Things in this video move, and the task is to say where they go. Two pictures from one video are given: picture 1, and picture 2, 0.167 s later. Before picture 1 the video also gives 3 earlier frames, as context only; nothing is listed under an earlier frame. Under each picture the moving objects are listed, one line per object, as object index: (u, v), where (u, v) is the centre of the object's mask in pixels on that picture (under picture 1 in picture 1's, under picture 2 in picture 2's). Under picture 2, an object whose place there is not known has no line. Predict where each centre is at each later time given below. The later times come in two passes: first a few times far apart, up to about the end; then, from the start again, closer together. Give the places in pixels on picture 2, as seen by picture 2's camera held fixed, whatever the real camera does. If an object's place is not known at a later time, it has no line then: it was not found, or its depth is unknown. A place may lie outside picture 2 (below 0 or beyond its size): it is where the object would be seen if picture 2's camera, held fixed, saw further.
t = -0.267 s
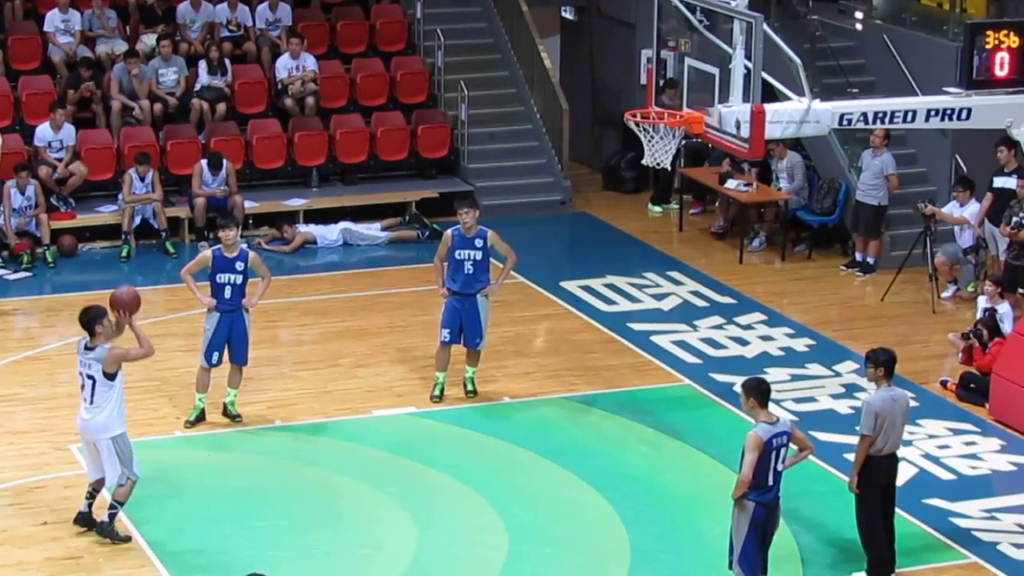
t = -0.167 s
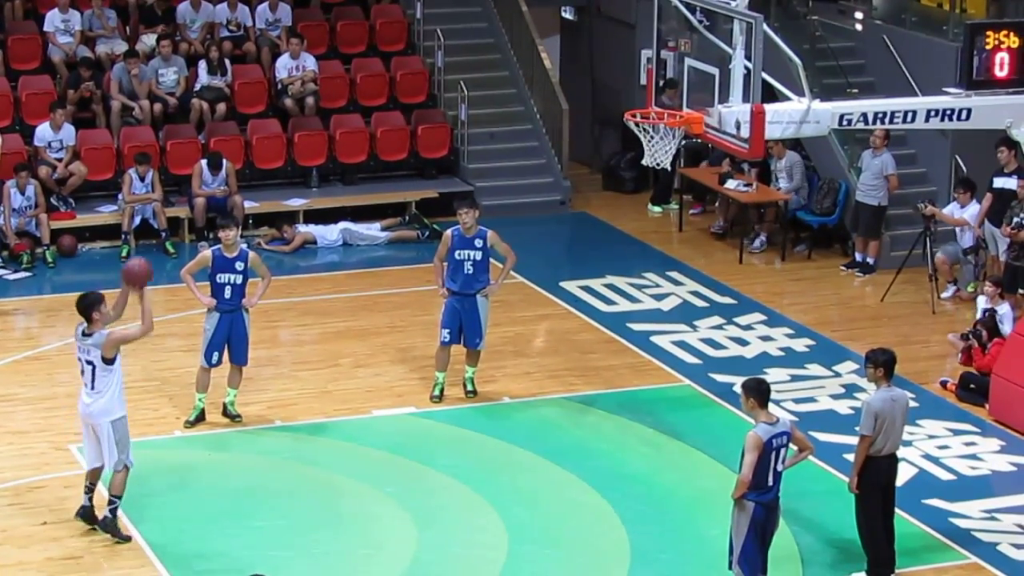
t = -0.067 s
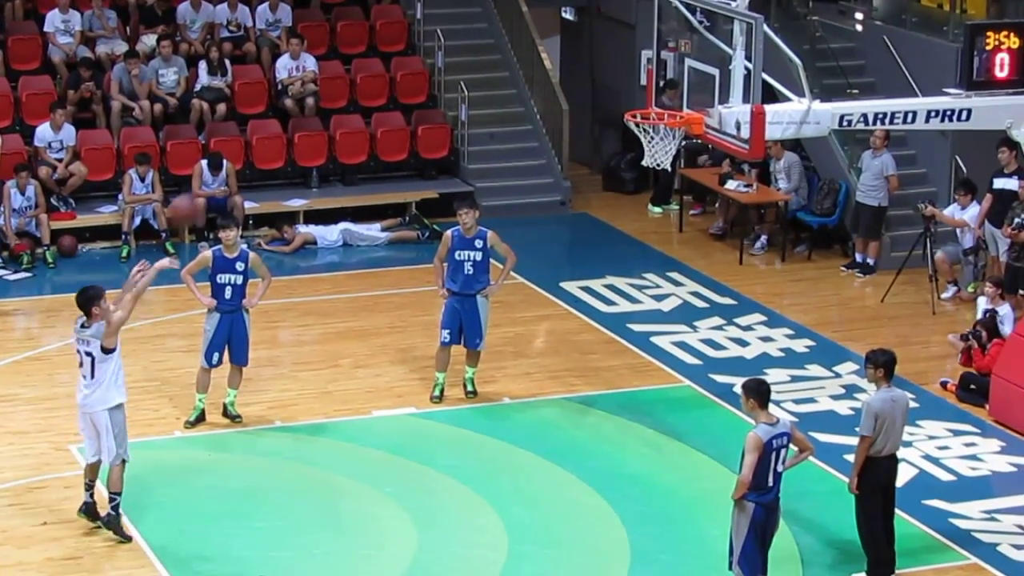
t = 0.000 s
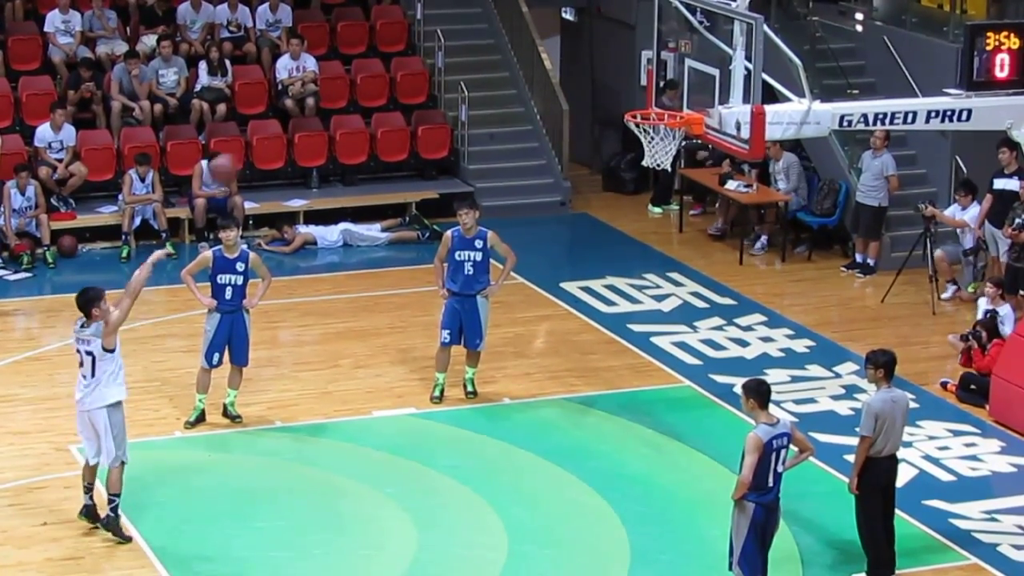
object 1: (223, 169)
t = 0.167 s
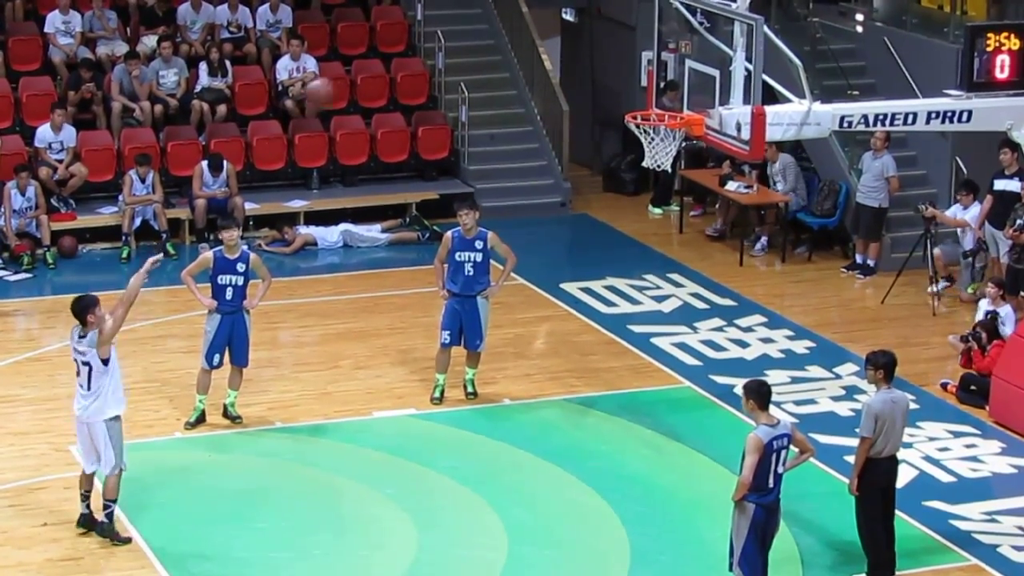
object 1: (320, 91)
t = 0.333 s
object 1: (413, 53)
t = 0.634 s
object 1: (578, 66)
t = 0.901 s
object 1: (663, 169)
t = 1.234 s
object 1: (617, 354)
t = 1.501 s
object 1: (574, 370)
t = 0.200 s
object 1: (339, 82)
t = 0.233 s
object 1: (358, 73)
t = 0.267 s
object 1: (376, 65)
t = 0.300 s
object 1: (395, 58)
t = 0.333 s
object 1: (413, 53)
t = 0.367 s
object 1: (433, 48)
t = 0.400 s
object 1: (451, 46)
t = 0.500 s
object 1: (507, 46)
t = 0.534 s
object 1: (524, 47)
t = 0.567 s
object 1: (543, 51)
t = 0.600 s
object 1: (562, 59)
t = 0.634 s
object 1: (578, 66)
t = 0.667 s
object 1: (596, 75)
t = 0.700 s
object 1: (612, 84)
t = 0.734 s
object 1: (628, 92)
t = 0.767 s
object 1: (646, 105)
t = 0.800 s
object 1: (663, 112)
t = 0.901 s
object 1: (663, 169)
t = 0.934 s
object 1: (659, 177)
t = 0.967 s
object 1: (655, 189)
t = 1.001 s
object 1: (651, 205)
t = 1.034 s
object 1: (645, 225)
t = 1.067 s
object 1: (641, 241)
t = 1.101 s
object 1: (636, 261)
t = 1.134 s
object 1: (631, 282)
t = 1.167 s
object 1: (626, 306)
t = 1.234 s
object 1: (617, 354)
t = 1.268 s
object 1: (613, 379)
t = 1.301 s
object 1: (609, 406)
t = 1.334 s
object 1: (605, 433)
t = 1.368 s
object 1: (602, 454)
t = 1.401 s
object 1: (594, 431)
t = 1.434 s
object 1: (587, 409)
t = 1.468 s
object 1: (580, 388)
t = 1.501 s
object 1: (574, 370)
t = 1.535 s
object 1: (567, 352)
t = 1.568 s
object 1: (560, 336)
